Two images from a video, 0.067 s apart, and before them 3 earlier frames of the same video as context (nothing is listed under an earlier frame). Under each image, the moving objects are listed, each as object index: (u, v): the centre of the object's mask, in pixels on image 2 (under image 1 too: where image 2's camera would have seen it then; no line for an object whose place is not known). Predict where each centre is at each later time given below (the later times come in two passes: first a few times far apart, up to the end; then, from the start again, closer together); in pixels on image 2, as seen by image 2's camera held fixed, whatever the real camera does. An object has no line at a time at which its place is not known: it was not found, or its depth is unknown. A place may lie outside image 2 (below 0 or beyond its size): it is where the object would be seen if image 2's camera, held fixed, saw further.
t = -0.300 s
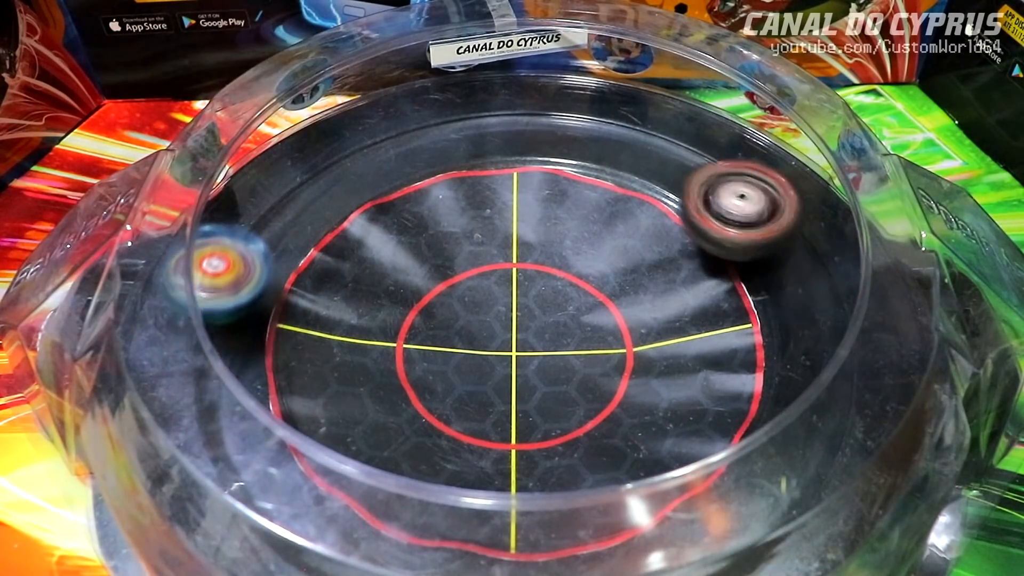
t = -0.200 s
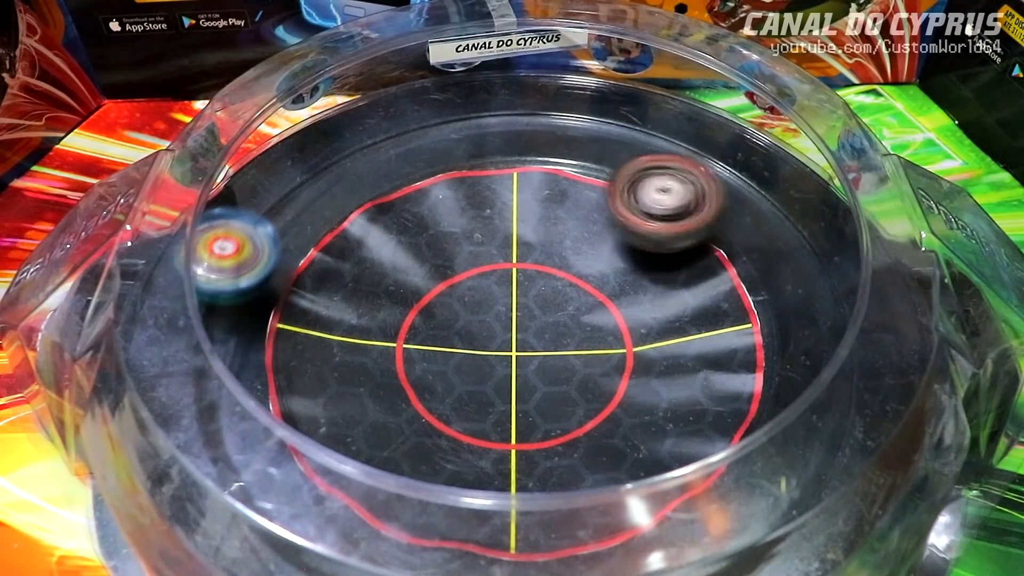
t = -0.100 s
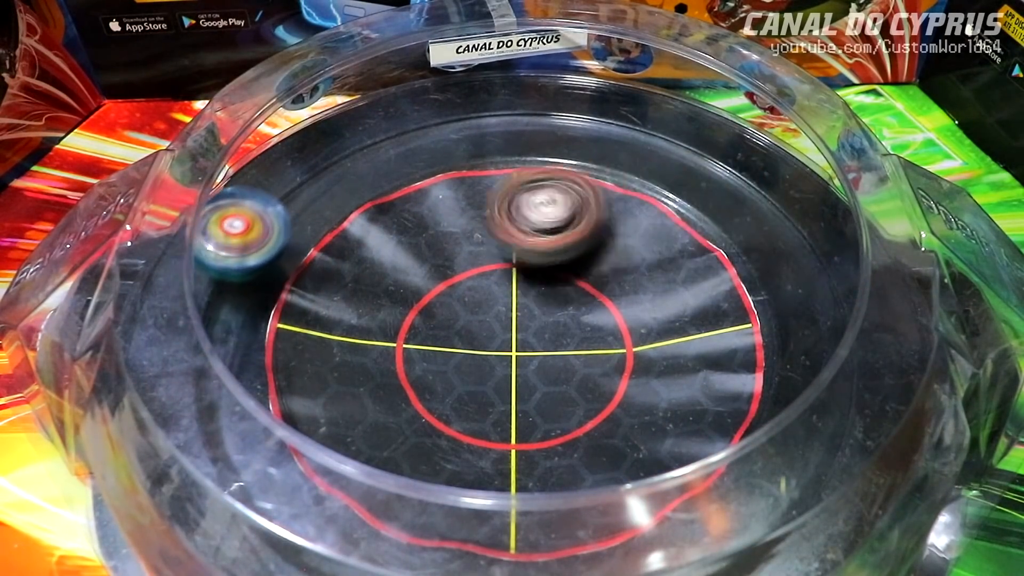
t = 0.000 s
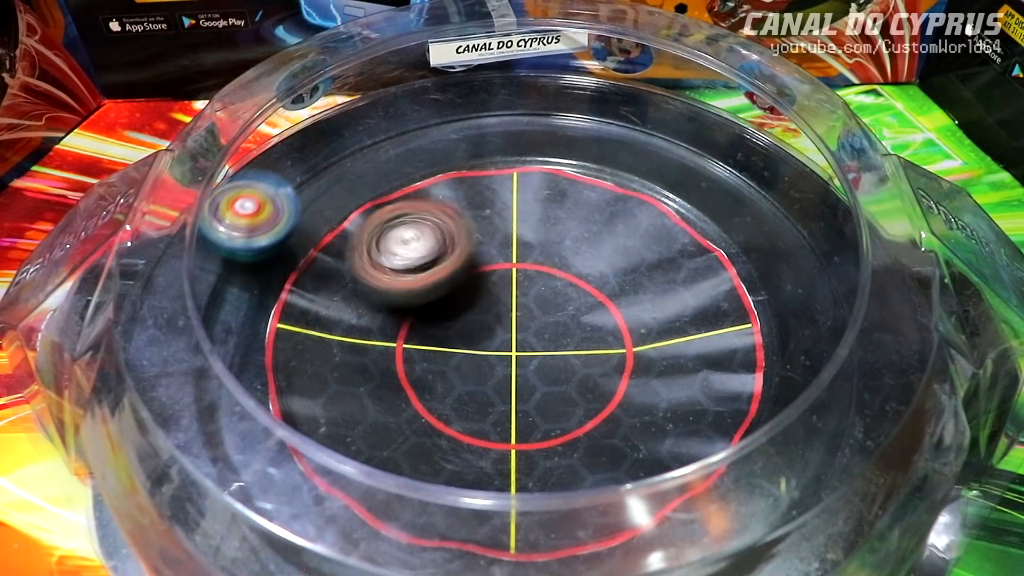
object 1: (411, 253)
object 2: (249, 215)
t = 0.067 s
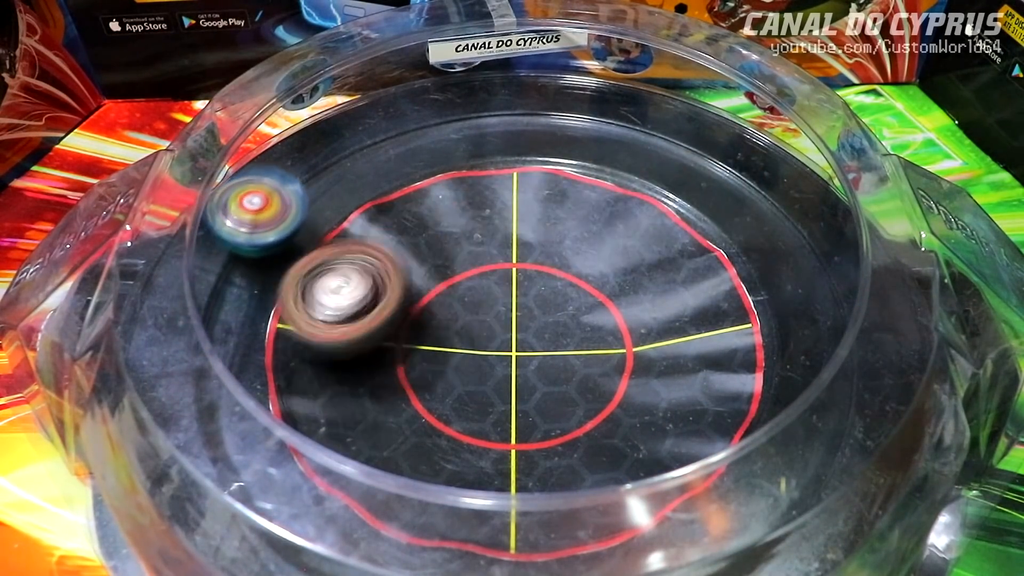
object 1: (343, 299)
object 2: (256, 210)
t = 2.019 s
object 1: (739, 507)
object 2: (624, 213)
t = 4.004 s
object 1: (470, 271)
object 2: (427, 98)
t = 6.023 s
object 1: (488, 293)
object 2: (351, 282)
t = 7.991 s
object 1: (469, 214)
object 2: (461, 313)
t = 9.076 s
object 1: (620, 229)
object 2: (539, 352)
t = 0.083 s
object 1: (331, 312)
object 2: (259, 209)
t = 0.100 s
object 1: (320, 327)
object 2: (261, 206)
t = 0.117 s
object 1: (313, 339)
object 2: (264, 204)
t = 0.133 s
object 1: (308, 355)
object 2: (268, 201)
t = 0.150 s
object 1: (309, 367)
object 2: (271, 197)
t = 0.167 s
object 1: (314, 378)
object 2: (274, 194)
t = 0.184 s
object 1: (322, 390)
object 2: (278, 191)
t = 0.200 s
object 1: (322, 408)
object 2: (280, 187)
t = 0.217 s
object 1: (331, 424)
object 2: (284, 183)
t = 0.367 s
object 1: (522, 498)
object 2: (321, 155)
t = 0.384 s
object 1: (549, 497)
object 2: (326, 152)
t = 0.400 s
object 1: (580, 494)
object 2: (330, 149)
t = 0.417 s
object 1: (604, 485)
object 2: (335, 146)
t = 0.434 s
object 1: (633, 481)
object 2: (339, 142)
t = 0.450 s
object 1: (654, 471)
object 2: (343, 138)
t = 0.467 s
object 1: (672, 446)
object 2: (347, 136)
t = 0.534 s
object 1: (741, 389)
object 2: (355, 134)
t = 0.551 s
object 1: (750, 374)
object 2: (358, 133)
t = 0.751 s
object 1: (696, 185)
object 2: (402, 112)
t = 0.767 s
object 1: (678, 174)
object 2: (405, 111)
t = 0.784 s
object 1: (660, 164)
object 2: (408, 111)
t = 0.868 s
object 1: (560, 132)
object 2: (432, 105)
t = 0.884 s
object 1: (537, 131)
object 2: (437, 104)
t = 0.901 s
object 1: (526, 138)
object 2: (424, 94)
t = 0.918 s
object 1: (521, 153)
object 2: (404, 86)
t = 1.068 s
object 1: (464, 294)
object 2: (321, 148)
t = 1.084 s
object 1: (460, 309)
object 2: (313, 157)
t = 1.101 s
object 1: (458, 326)
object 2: (305, 163)
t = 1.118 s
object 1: (458, 344)
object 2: (300, 169)
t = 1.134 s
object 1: (460, 360)
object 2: (295, 174)
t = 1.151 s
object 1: (465, 375)
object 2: (291, 178)
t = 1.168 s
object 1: (474, 390)
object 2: (288, 182)
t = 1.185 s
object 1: (485, 403)
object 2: (287, 186)
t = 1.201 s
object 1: (498, 416)
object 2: (287, 189)
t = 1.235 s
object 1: (526, 432)
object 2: (291, 197)
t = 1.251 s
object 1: (543, 438)
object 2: (292, 200)
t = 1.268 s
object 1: (562, 441)
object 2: (294, 204)
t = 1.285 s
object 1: (582, 443)
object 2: (297, 207)
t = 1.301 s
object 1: (607, 463)
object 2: (300, 211)
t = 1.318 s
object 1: (626, 463)
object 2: (302, 213)
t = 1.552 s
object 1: (801, 428)
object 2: (452, 363)
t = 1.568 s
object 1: (802, 428)
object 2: (469, 374)
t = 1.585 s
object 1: (802, 427)
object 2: (488, 381)
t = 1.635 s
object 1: (800, 427)
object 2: (551, 390)
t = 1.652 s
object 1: (798, 428)
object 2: (572, 390)
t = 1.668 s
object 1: (796, 429)
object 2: (592, 388)
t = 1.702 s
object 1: (793, 432)
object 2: (628, 378)
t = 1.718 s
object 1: (790, 433)
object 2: (645, 371)
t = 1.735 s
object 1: (788, 433)
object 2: (658, 362)
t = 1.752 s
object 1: (785, 435)
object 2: (669, 352)
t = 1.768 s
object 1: (781, 441)
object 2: (678, 340)
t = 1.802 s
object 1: (775, 448)
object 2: (689, 319)
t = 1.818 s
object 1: (773, 448)
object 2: (695, 306)
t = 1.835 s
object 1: (770, 451)
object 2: (695, 295)
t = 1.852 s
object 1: (765, 457)
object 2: (695, 284)
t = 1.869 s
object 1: (761, 462)
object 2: (693, 274)
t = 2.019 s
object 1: (739, 507)
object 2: (624, 213)
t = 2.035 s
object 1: (737, 510)
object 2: (611, 209)
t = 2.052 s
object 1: (735, 513)
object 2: (597, 208)
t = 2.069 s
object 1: (732, 516)
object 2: (584, 208)
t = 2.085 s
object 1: (720, 520)
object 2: (568, 210)
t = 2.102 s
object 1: (720, 522)
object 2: (551, 208)
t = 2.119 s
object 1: (718, 525)
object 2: (532, 210)
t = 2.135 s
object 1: (714, 526)
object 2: (517, 213)
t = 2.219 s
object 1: (699, 528)
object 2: (446, 252)
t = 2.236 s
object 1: (695, 528)
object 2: (435, 265)
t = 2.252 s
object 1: (691, 528)
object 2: (425, 278)
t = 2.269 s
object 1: (686, 528)
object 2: (418, 293)
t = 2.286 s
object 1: (681, 528)
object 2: (414, 308)
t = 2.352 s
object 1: (662, 529)
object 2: (418, 368)
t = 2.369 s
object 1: (656, 529)
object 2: (424, 383)
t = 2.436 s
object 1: (640, 530)
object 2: (477, 426)
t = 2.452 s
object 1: (637, 531)
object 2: (494, 436)
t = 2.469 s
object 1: (632, 531)
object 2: (514, 438)
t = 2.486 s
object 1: (624, 532)
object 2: (535, 441)
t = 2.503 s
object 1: (619, 533)
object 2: (552, 440)
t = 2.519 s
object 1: (617, 538)
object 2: (570, 435)
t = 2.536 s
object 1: (614, 543)
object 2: (584, 421)
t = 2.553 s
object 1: (613, 544)
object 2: (598, 406)
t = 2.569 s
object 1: (612, 545)
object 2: (609, 390)
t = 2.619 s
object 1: (608, 545)
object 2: (634, 342)
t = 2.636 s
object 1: (607, 544)
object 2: (642, 323)
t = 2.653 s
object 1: (606, 542)
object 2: (643, 308)
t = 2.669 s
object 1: (604, 541)
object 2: (642, 292)
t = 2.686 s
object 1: (601, 536)
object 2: (641, 277)
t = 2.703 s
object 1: (599, 534)
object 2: (638, 262)
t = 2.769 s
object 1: (581, 528)
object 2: (604, 219)
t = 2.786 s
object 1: (578, 527)
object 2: (595, 207)
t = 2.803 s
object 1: (573, 528)
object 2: (582, 199)
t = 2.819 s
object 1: (565, 530)
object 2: (569, 193)
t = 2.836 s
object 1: (561, 530)
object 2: (557, 188)
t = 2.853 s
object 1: (557, 530)
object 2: (542, 185)
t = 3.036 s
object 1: (525, 532)
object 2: (399, 222)
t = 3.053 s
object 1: (522, 530)
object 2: (392, 230)
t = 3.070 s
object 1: (519, 531)
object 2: (387, 239)
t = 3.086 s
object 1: (518, 530)
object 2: (384, 247)
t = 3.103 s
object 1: (515, 531)
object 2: (380, 257)
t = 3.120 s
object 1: (512, 529)
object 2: (380, 268)
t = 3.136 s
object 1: (509, 531)
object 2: (380, 281)
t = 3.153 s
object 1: (506, 530)
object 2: (381, 293)
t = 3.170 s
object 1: (504, 527)
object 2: (382, 310)
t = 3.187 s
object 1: (501, 527)
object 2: (388, 325)
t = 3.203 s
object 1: (497, 527)
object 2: (394, 341)
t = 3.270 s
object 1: (484, 521)
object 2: (447, 386)
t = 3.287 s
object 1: (481, 519)
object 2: (463, 397)
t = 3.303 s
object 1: (477, 517)
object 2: (483, 401)
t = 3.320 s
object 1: (473, 515)
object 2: (505, 403)
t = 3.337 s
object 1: (472, 511)
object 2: (527, 405)
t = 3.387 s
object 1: (464, 504)
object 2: (586, 401)
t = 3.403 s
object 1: (464, 492)
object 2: (605, 396)
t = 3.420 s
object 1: (468, 493)
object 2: (621, 388)
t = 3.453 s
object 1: (475, 481)
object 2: (649, 365)
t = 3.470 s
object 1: (481, 471)
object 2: (660, 358)
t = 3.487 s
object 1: (488, 450)
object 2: (667, 345)
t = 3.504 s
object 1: (494, 446)
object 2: (673, 333)
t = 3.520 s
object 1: (499, 443)
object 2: (678, 317)
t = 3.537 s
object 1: (507, 438)
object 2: (682, 305)
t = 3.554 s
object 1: (514, 433)
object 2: (682, 293)
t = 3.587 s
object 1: (529, 419)
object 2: (678, 269)
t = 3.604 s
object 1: (537, 410)
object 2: (671, 259)
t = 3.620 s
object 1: (544, 400)
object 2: (666, 247)
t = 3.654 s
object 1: (557, 379)
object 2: (649, 225)
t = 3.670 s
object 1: (563, 369)
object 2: (640, 217)
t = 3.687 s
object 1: (567, 358)
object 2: (630, 211)
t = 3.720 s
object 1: (568, 336)
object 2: (607, 199)
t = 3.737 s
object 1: (568, 324)
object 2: (596, 196)
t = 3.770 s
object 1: (564, 302)
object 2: (568, 191)
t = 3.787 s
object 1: (560, 291)
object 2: (554, 190)
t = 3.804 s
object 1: (555, 281)
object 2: (537, 188)
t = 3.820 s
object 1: (549, 278)
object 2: (525, 180)
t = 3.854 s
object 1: (535, 278)
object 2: (501, 150)
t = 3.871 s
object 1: (529, 277)
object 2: (489, 138)
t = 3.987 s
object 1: (479, 271)
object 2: (431, 101)
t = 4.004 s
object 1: (470, 271)
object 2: (427, 98)
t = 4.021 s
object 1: (461, 272)
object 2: (424, 98)
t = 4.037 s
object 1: (454, 274)
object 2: (421, 102)
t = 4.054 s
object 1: (447, 276)
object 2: (419, 105)
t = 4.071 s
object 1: (439, 279)
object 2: (416, 108)
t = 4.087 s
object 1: (434, 282)
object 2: (414, 111)
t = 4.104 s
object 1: (428, 286)
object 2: (411, 113)
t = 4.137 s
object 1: (418, 294)
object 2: (408, 114)
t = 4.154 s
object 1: (415, 299)
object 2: (407, 114)
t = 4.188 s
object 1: (410, 308)
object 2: (406, 111)
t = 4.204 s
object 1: (409, 312)
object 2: (406, 110)
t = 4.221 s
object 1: (409, 317)
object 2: (406, 109)
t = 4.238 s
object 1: (410, 322)
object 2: (406, 108)
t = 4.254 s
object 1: (411, 326)
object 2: (405, 108)
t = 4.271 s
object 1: (414, 331)
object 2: (404, 109)
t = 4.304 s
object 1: (422, 340)
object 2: (400, 112)
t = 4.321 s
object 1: (427, 344)
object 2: (399, 113)
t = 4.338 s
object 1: (432, 347)
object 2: (398, 113)
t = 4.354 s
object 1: (439, 350)
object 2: (398, 113)
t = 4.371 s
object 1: (447, 354)
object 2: (399, 114)
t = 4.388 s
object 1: (454, 357)
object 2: (400, 114)
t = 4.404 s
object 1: (462, 359)
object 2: (401, 114)
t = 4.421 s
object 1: (469, 361)
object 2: (402, 114)
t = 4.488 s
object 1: (514, 363)
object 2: (409, 114)
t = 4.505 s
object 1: (525, 361)
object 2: (411, 114)
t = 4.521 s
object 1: (536, 358)
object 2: (412, 114)
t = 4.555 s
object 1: (557, 349)
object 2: (416, 115)
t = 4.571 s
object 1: (567, 343)
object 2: (418, 115)
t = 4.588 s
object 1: (574, 337)
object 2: (420, 115)
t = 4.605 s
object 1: (581, 329)
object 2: (422, 115)
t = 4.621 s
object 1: (587, 320)
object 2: (424, 116)
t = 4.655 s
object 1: (592, 301)
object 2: (428, 117)
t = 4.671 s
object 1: (594, 292)
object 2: (430, 118)
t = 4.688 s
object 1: (593, 282)
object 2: (433, 120)
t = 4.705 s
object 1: (592, 272)
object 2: (436, 122)
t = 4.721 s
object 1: (589, 262)
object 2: (438, 124)
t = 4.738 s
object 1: (583, 252)
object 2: (439, 125)
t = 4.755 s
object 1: (577, 243)
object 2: (441, 126)
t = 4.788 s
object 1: (562, 228)
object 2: (445, 129)
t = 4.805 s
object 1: (554, 221)
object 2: (448, 132)
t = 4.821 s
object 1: (544, 215)
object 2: (449, 135)
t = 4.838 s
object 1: (533, 208)
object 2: (451, 142)
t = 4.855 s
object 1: (525, 206)
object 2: (449, 143)
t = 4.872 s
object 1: (520, 208)
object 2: (440, 136)
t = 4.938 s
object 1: (499, 221)
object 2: (415, 125)
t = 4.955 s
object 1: (494, 226)
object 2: (410, 122)
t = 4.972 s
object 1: (488, 232)
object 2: (407, 120)
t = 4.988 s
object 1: (483, 238)
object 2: (405, 119)
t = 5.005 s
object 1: (478, 245)
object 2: (402, 117)
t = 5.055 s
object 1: (464, 267)
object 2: (393, 111)
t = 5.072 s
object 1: (459, 275)
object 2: (389, 110)
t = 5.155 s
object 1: (454, 320)
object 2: (369, 124)
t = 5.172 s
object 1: (456, 330)
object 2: (365, 127)
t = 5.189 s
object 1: (460, 338)
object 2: (361, 129)
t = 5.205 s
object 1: (465, 345)
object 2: (358, 131)
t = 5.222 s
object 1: (472, 351)
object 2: (356, 132)
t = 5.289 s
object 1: (509, 372)
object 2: (353, 131)
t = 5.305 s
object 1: (520, 375)
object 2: (351, 131)
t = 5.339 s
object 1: (546, 378)
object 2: (348, 134)
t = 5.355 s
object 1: (557, 378)
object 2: (346, 136)
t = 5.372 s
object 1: (567, 376)
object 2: (346, 136)
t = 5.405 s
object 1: (590, 371)
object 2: (346, 136)
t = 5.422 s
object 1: (601, 366)
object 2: (347, 136)
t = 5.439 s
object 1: (609, 360)
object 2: (348, 137)
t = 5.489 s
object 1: (630, 342)
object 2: (352, 136)
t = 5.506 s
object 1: (635, 334)
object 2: (354, 136)
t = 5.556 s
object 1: (640, 313)
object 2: (357, 137)
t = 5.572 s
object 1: (640, 305)
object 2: (358, 138)
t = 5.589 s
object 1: (639, 298)
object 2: (360, 138)
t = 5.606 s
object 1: (638, 292)
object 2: (362, 138)
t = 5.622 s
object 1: (635, 286)
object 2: (364, 141)
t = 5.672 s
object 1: (624, 269)
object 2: (370, 143)
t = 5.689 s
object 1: (618, 264)
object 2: (373, 146)
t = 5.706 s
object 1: (612, 259)
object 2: (373, 147)
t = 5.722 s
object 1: (605, 256)
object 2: (376, 151)
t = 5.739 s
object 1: (599, 252)
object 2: (378, 152)
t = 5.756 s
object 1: (591, 249)
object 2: (379, 154)
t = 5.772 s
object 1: (582, 246)
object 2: (380, 156)
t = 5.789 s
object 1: (574, 245)
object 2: (382, 160)
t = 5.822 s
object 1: (558, 243)
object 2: (385, 172)
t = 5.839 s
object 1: (548, 242)
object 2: (386, 179)
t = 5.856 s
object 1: (539, 243)
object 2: (387, 186)
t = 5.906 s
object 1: (512, 249)
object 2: (387, 217)
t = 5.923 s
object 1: (504, 253)
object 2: (387, 228)
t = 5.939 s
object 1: (495, 257)
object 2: (386, 238)
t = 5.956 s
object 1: (493, 264)
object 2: (378, 246)
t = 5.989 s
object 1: (490, 278)
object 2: (360, 261)
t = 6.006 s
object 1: (489, 285)
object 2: (354, 273)
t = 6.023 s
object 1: (488, 293)
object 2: (351, 282)
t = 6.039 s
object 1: (488, 300)
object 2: (349, 292)
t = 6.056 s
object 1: (487, 309)
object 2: (351, 301)
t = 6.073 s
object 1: (488, 316)
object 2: (353, 309)
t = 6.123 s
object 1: (494, 334)
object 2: (364, 338)
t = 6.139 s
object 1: (497, 339)
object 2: (371, 347)
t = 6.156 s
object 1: (501, 344)
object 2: (379, 355)
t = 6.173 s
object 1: (506, 348)
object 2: (386, 364)
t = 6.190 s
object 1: (511, 351)
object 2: (391, 372)
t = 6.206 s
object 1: (521, 354)
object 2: (391, 380)
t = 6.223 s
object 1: (531, 357)
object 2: (394, 388)
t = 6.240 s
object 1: (541, 358)
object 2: (399, 393)
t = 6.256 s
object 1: (549, 358)
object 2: (406, 400)
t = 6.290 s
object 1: (567, 358)
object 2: (426, 411)
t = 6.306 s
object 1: (573, 355)
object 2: (437, 414)
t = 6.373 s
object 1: (594, 345)
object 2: (487, 426)
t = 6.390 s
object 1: (599, 342)
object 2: (500, 426)
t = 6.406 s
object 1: (603, 338)
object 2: (512, 425)
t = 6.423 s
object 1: (605, 334)
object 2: (524, 424)
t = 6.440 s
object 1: (608, 330)
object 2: (536, 421)
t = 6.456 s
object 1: (610, 325)
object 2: (548, 416)
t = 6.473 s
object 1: (610, 318)
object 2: (560, 413)
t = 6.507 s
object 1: (608, 306)
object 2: (578, 403)
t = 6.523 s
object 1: (605, 301)
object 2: (587, 398)
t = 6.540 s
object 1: (600, 296)
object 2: (595, 392)
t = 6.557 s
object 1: (595, 292)
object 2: (600, 388)
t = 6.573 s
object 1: (588, 285)
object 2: (603, 384)
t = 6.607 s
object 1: (575, 275)
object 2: (609, 378)
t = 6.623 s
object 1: (565, 269)
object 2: (610, 373)
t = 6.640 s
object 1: (556, 265)
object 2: (612, 364)
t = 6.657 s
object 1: (548, 262)
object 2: (613, 358)
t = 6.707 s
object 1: (516, 257)
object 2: (617, 339)
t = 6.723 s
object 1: (506, 257)
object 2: (615, 330)
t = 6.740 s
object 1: (496, 258)
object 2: (614, 324)
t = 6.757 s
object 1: (485, 260)
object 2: (611, 318)
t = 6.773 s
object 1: (476, 263)
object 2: (608, 312)
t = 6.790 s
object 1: (468, 267)
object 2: (603, 307)
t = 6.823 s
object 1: (453, 278)
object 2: (592, 297)
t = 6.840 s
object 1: (448, 285)
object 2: (585, 293)
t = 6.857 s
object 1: (443, 291)
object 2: (578, 288)
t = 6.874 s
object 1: (439, 300)
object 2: (571, 285)
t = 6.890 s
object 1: (436, 308)
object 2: (564, 282)
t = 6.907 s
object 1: (433, 317)
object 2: (557, 280)
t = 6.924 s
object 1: (432, 326)
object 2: (548, 278)
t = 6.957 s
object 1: (433, 345)
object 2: (531, 276)
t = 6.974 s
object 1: (434, 354)
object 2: (523, 275)
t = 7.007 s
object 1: (442, 372)
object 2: (508, 275)
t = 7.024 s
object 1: (447, 382)
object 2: (500, 276)
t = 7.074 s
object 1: (470, 405)
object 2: (478, 283)
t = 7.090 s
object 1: (479, 412)
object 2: (472, 284)
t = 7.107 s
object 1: (491, 417)
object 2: (466, 287)
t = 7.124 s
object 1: (503, 423)
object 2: (461, 290)
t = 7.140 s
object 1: (513, 425)
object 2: (458, 294)
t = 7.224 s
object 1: (571, 429)
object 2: (443, 319)
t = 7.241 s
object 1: (583, 427)
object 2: (444, 324)
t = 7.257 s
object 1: (593, 426)
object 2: (445, 329)
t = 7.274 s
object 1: (602, 423)
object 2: (447, 334)
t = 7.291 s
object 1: (612, 420)
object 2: (450, 339)
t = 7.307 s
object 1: (621, 417)
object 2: (453, 343)
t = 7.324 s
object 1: (630, 413)
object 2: (458, 347)
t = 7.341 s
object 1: (635, 407)
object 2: (461, 350)
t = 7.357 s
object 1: (642, 401)
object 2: (468, 355)
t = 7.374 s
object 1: (647, 396)
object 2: (477, 357)
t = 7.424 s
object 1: (658, 373)
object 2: (498, 360)
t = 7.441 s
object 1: (660, 365)
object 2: (506, 359)
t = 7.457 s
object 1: (661, 357)
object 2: (513, 358)
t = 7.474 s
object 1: (660, 349)
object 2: (520, 357)
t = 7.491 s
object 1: (659, 342)
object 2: (528, 355)
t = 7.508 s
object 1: (659, 334)
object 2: (531, 350)
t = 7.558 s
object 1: (667, 308)
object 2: (520, 338)
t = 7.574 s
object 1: (667, 299)
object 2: (516, 331)
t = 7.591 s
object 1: (666, 290)
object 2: (514, 328)
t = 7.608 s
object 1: (665, 282)
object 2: (512, 325)
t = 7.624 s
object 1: (663, 274)
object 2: (510, 322)
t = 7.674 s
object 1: (650, 251)
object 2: (500, 314)
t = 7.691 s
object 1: (644, 245)
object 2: (497, 312)
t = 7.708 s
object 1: (639, 239)
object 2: (493, 310)
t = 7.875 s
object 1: (546, 207)
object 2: (464, 302)
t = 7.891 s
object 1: (535, 208)
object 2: (465, 300)
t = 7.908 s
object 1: (524, 208)
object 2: (464, 301)
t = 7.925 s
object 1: (512, 208)
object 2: (463, 301)
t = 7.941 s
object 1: (502, 209)
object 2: (463, 302)
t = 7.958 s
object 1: (491, 210)
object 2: (463, 303)
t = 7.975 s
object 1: (480, 212)
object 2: (463, 309)
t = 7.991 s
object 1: (469, 214)
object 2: (461, 313)
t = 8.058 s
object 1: (431, 227)
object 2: (467, 327)
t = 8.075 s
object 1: (422, 231)
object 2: (470, 330)
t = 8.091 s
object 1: (413, 237)
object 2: (475, 333)
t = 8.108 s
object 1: (403, 243)
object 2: (481, 336)
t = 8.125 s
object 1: (398, 250)
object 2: (487, 338)
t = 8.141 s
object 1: (391, 256)
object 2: (493, 341)
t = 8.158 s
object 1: (384, 265)
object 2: (499, 342)
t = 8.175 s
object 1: (379, 273)
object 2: (505, 343)
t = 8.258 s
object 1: (366, 319)
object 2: (538, 338)
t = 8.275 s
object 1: (366, 329)
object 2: (543, 336)
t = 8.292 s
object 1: (369, 340)
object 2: (548, 334)
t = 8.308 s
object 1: (372, 349)
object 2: (553, 329)
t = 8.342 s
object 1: (382, 370)
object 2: (560, 324)
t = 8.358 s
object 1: (389, 379)
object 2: (564, 320)
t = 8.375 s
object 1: (396, 389)
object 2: (567, 316)
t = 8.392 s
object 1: (406, 397)
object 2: (569, 310)
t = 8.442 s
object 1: (441, 418)
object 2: (570, 297)
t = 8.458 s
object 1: (453, 423)
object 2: (570, 293)
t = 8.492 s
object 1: (481, 430)
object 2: (567, 285)
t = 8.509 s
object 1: (497, 432)
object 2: (564, 281)
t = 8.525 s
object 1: (513, 433)
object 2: (563, 279)
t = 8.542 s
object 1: (526, 434)
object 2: (560, 276)
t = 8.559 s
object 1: (543, 434)
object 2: (556, 274)
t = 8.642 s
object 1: (613, 419)
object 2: (535, 268)
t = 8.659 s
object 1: (624, 416)
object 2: (529, 269)
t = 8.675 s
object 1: (635, 411)
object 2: (525, 271)
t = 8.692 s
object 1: (647, 404)
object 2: (521, 272)
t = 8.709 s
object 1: (653, 396)
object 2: (516, 276)
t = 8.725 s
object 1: (662, 388)
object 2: (512, 277)
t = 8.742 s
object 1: (670, 378)
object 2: (508, 281)
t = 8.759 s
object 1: (674, 370)
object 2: (505, 284)
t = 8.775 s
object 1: (679, 361)
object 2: (502, 288)
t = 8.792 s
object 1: (684, 352)
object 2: (499, 292)
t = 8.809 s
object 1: (686, 342)
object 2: (498, 295)
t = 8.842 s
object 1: (690, 326)
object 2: (496, 305)
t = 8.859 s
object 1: (689, 316)
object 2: (497, 309)
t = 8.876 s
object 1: (688, 308)
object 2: (497, 313)
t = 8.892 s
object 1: (686, 300)
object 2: (497, 319)
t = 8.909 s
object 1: (683, 290)
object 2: (499, 323)
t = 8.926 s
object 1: (680, 282)
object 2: (502, 327)
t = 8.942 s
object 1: (676, 275)
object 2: (504, 331)
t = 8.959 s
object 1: (671, 267)
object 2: (507, 335)
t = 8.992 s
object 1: (659, 255)
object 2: (515, 342)
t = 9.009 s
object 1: (651, 249)
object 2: (520, 346)
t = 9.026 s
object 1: (644, 243)
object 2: (525, 347)
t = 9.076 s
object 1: (620, 229)
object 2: (539, 352)
